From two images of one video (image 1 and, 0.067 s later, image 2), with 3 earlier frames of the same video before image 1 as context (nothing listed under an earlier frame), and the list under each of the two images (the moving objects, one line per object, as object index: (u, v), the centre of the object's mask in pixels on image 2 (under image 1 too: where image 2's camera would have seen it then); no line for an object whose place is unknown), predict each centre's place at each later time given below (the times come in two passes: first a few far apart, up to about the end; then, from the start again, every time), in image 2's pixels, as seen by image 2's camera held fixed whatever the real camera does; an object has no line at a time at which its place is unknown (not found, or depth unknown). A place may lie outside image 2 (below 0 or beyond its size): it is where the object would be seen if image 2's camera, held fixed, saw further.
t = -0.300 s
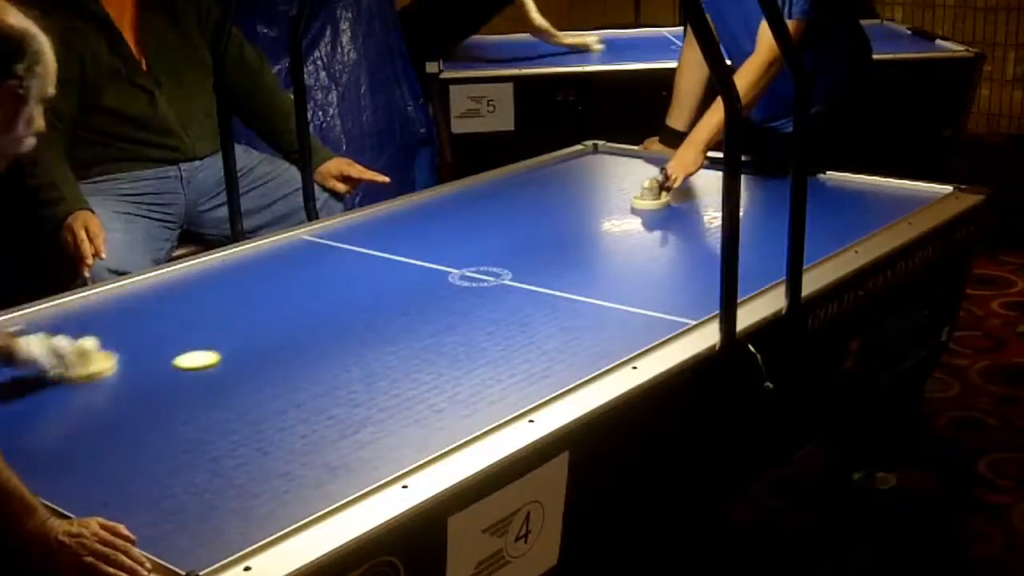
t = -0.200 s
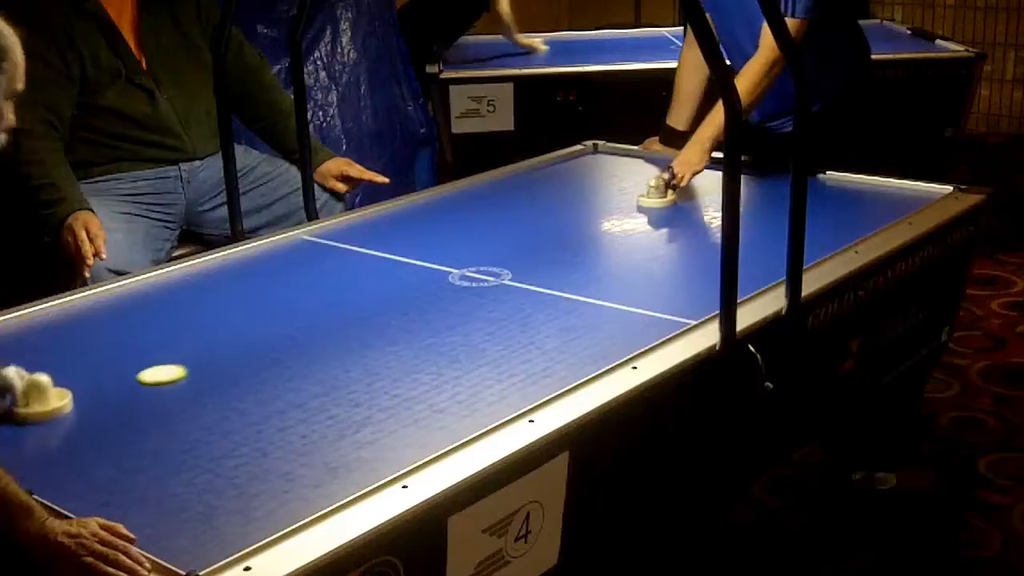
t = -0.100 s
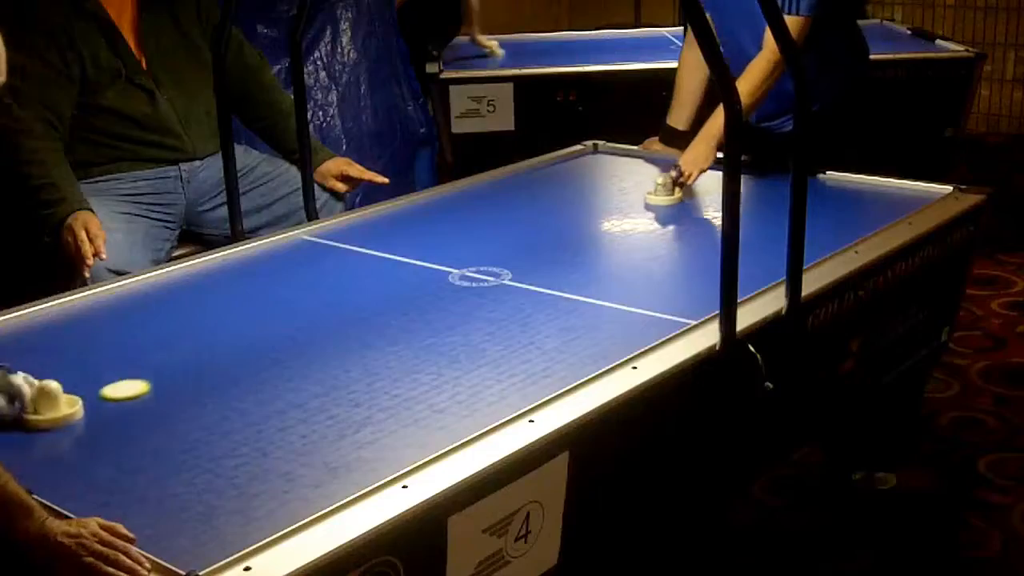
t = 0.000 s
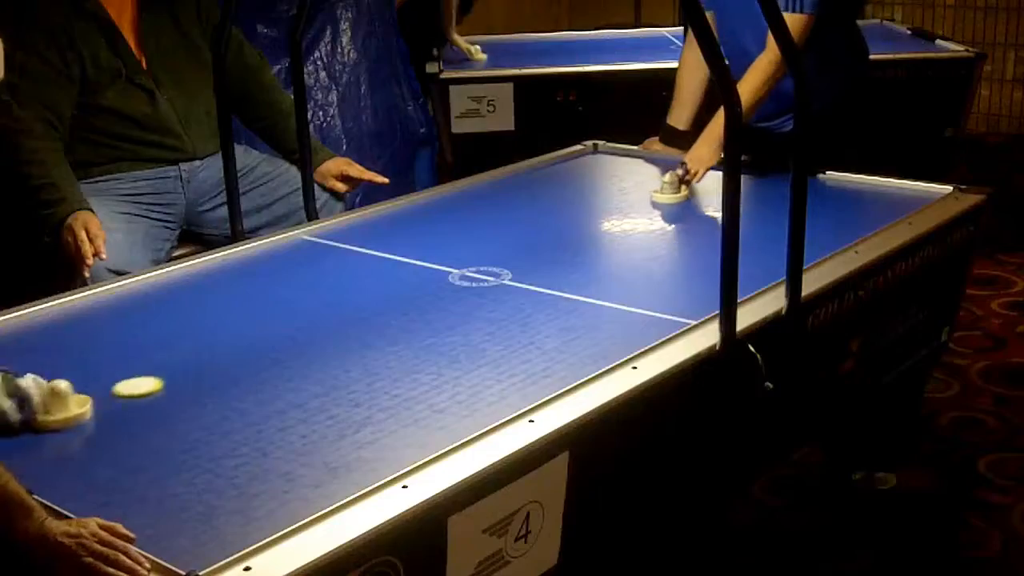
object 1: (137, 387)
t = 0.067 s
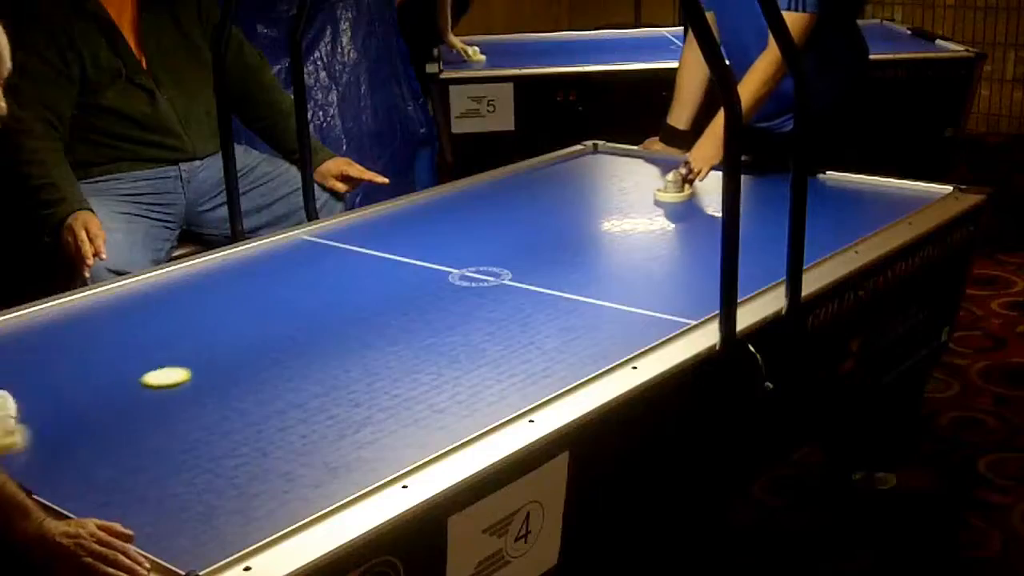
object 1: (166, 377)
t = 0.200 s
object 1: (220, 359)
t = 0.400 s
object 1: (294, 334)
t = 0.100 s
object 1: (180, 373)
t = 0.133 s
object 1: (193, 368)
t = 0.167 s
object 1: (206, 364)
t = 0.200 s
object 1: (220, 359)
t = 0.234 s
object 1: (232, 355)
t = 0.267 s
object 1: (245, 351)
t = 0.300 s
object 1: (258, 346)
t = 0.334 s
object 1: (270, 342)
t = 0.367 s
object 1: (282, 338)
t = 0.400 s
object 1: (294, 334)
